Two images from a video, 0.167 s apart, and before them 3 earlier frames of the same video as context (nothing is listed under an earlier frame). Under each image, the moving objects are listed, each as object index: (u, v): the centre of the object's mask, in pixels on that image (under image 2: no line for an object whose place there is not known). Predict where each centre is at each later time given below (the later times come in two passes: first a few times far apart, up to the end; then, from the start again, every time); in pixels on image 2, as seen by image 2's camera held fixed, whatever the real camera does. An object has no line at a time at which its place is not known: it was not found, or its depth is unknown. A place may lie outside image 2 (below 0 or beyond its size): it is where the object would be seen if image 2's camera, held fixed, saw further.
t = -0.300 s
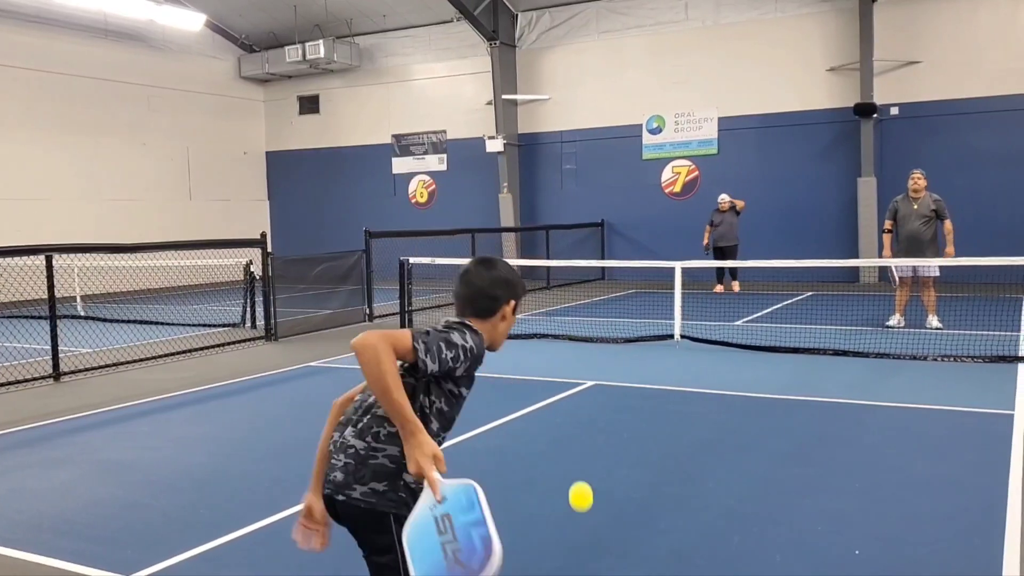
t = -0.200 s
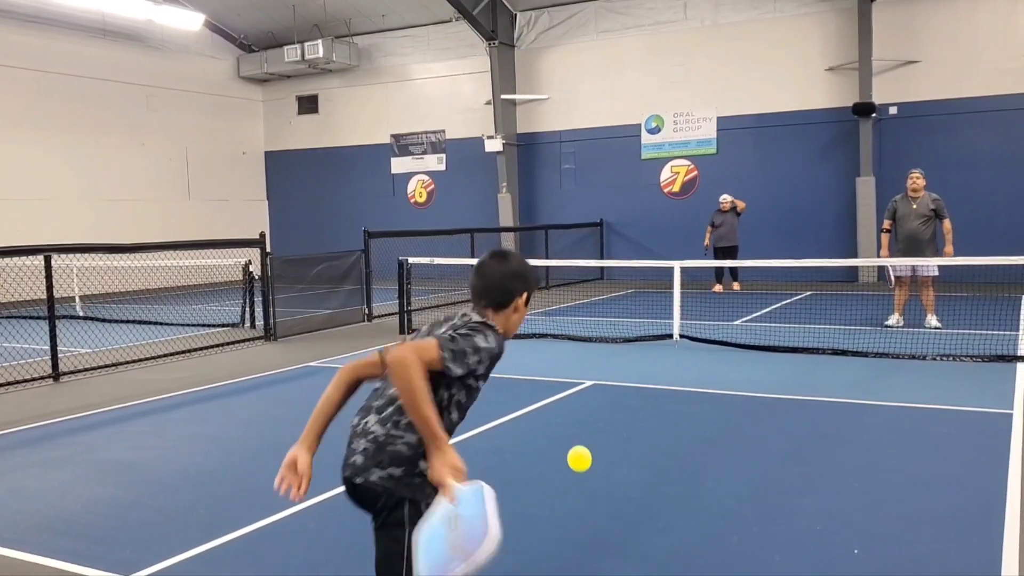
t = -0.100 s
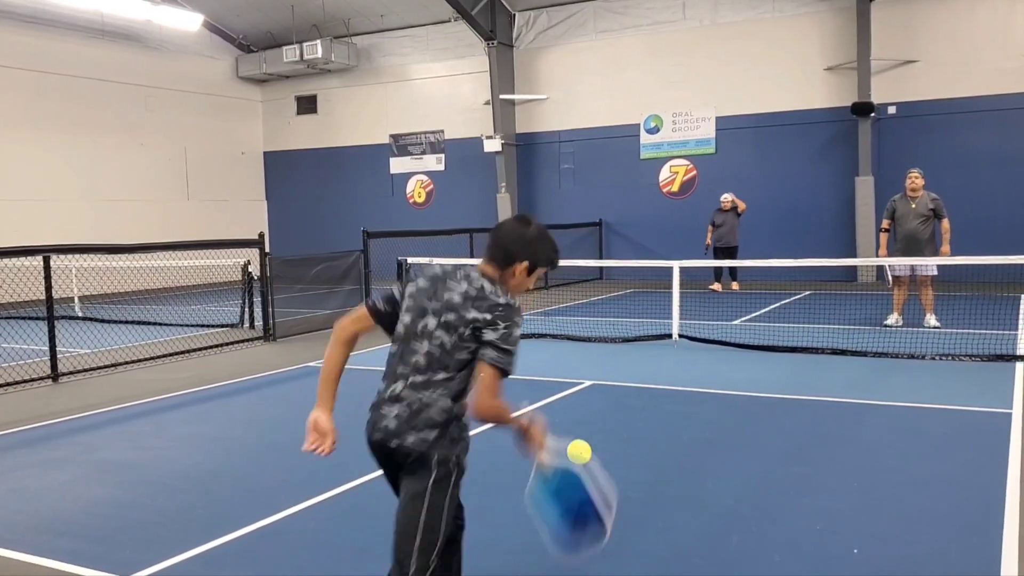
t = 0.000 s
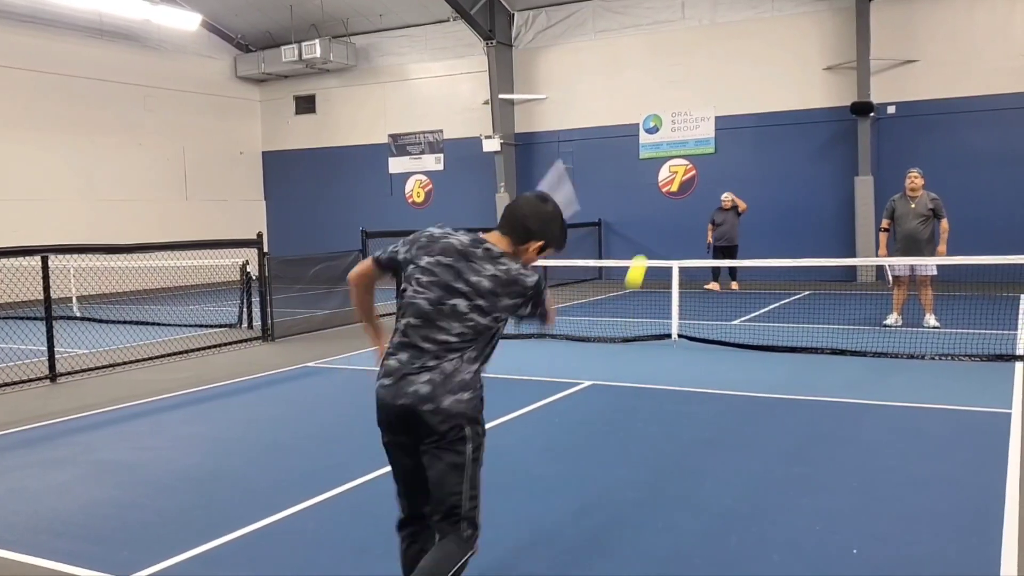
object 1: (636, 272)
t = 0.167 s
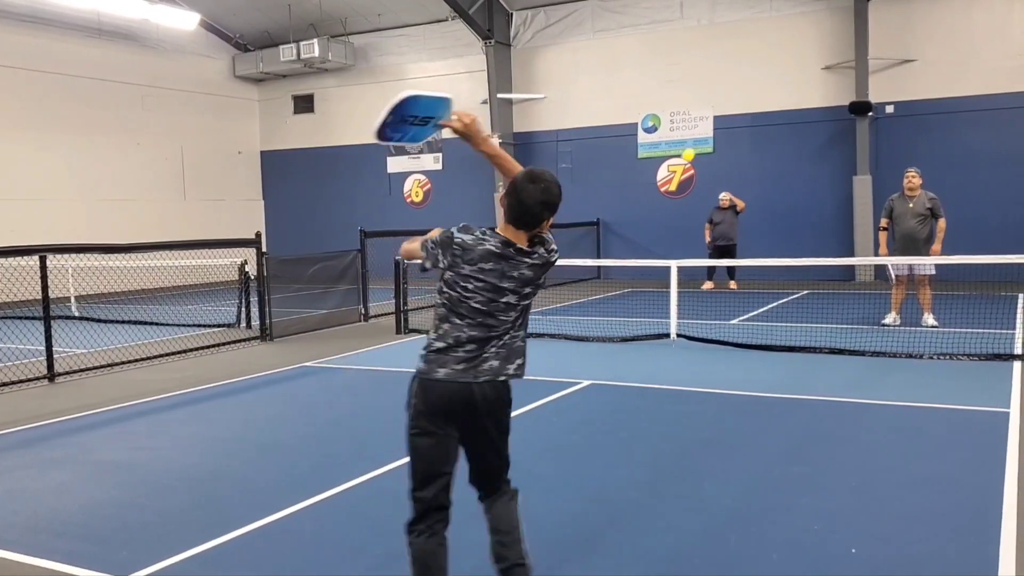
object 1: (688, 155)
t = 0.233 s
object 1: (701, 141)
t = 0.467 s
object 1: (729, 147)
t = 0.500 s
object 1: (732, 151)
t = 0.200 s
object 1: (695, 147)
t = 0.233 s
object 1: (701, 141)
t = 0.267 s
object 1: (706, 138)
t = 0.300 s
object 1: (711, 136)
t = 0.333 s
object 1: (715, 135)
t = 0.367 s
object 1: (719, 137)
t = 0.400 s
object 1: (722, 139)
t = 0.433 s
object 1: (726, 143)
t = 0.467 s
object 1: (729, 147)
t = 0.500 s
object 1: (732, 151)
